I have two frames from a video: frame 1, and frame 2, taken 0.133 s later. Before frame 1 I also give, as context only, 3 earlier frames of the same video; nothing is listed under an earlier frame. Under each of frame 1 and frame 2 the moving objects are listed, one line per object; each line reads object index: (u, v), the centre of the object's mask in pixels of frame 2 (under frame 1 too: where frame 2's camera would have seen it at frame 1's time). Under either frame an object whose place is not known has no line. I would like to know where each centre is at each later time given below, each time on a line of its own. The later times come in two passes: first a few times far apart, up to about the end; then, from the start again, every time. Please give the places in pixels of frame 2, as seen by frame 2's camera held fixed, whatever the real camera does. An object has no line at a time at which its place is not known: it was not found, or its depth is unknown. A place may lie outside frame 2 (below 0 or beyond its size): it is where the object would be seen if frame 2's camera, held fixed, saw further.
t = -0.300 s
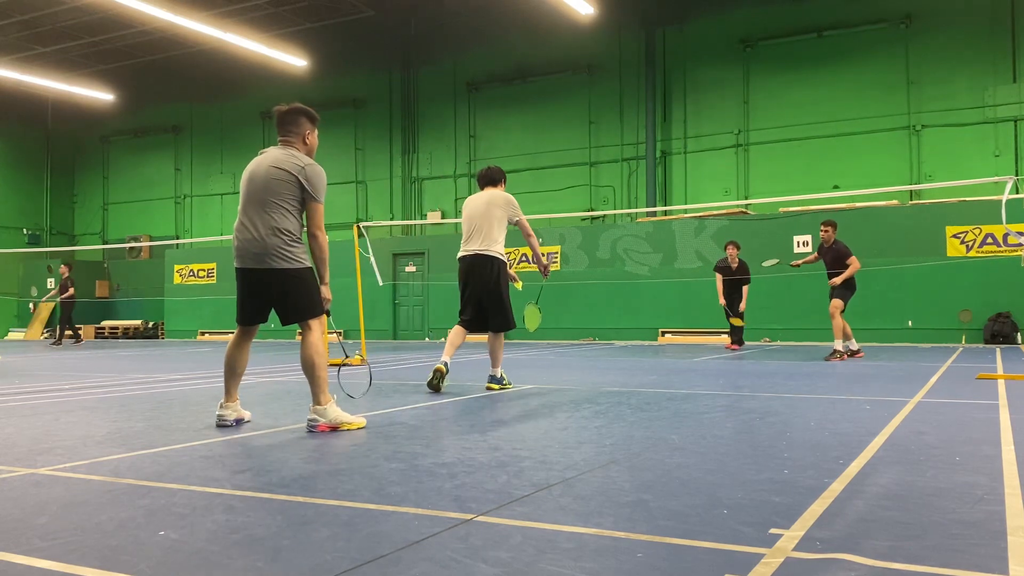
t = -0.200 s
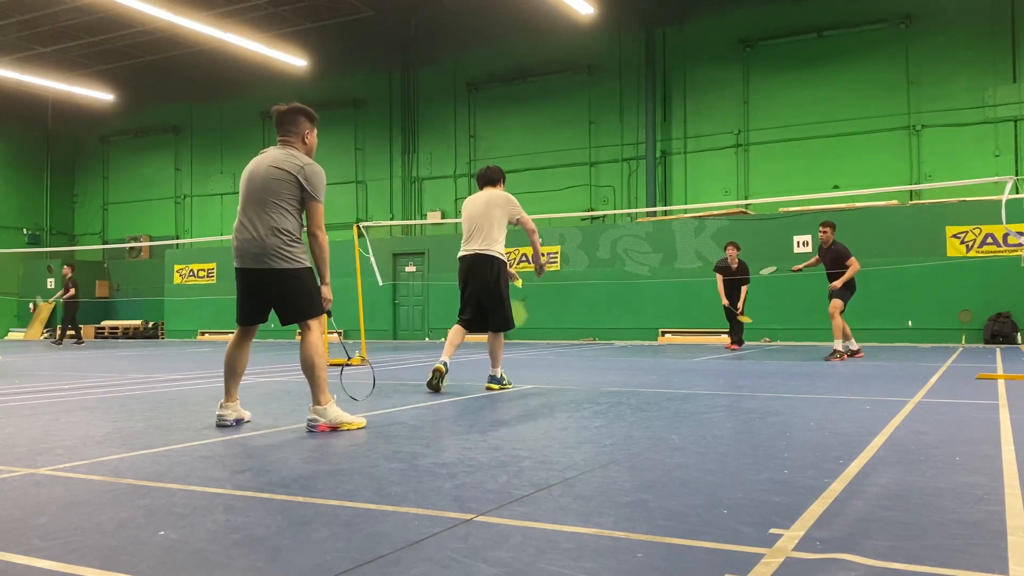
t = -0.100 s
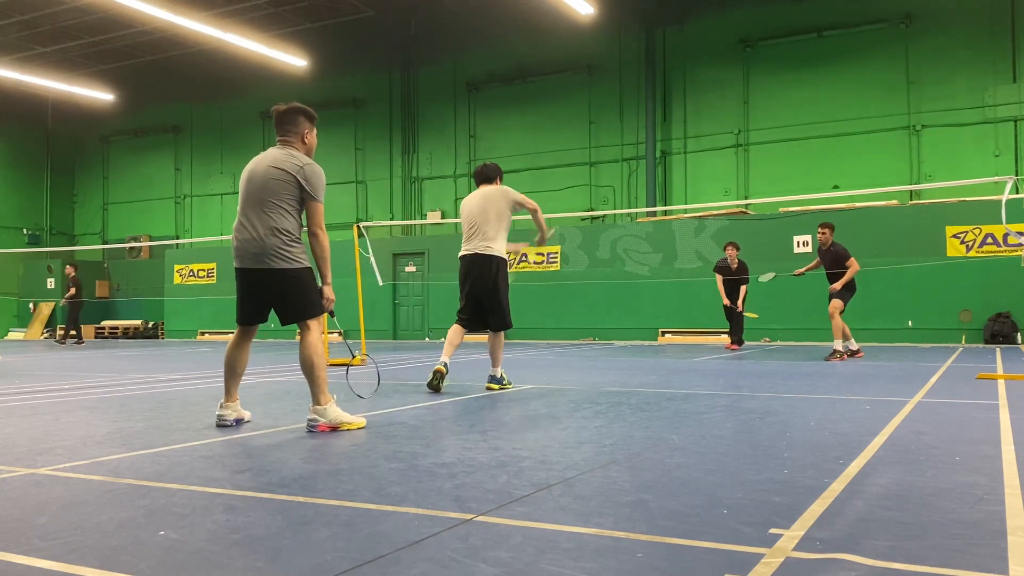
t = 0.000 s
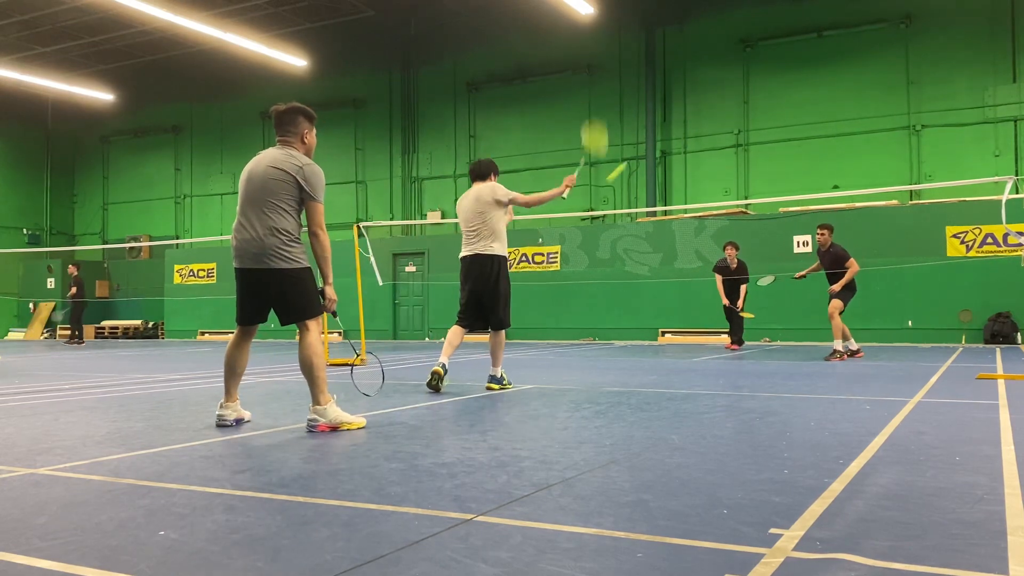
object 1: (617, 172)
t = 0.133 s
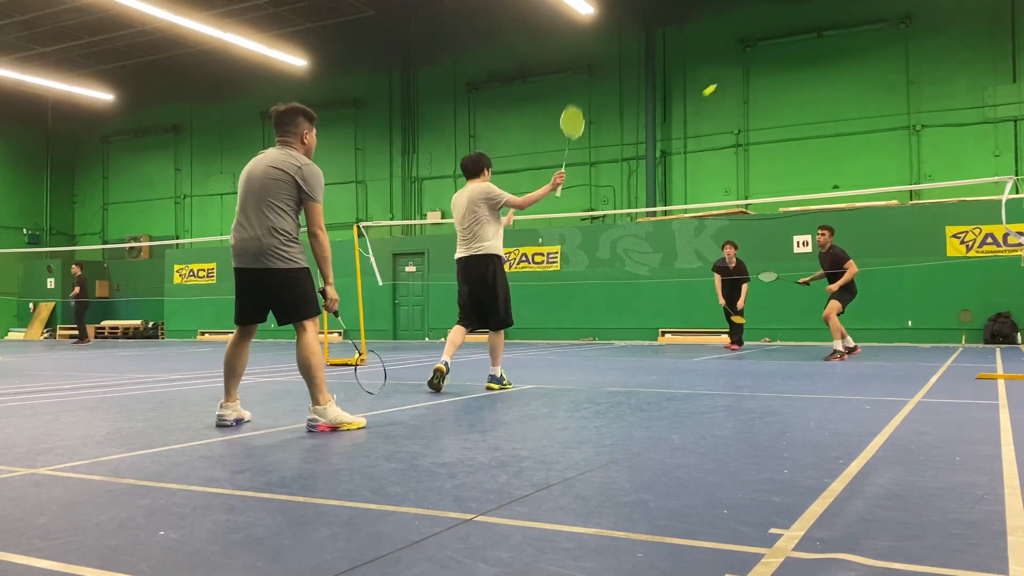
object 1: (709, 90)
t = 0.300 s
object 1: (775, 51)
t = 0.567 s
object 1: (839, 55)
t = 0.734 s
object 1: (868, 83)
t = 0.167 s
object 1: (726, 78)
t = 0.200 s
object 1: (740, 69)
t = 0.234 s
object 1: (753, 61)
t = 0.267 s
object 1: (765, 56)
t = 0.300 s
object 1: (775, 51)
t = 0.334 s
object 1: (785, 48)
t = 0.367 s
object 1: (794, 47)
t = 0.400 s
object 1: (803, 46)
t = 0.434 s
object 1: (811, 46)
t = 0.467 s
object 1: (818, 47)
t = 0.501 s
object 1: (826, 49)
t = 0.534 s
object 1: (833, 52)
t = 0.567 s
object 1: (839, 55)
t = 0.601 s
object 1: (845, 59)
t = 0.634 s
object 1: (851, 64)
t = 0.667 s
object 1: (857, 70)
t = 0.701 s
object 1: (863, 76)
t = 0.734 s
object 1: (868, 83)
